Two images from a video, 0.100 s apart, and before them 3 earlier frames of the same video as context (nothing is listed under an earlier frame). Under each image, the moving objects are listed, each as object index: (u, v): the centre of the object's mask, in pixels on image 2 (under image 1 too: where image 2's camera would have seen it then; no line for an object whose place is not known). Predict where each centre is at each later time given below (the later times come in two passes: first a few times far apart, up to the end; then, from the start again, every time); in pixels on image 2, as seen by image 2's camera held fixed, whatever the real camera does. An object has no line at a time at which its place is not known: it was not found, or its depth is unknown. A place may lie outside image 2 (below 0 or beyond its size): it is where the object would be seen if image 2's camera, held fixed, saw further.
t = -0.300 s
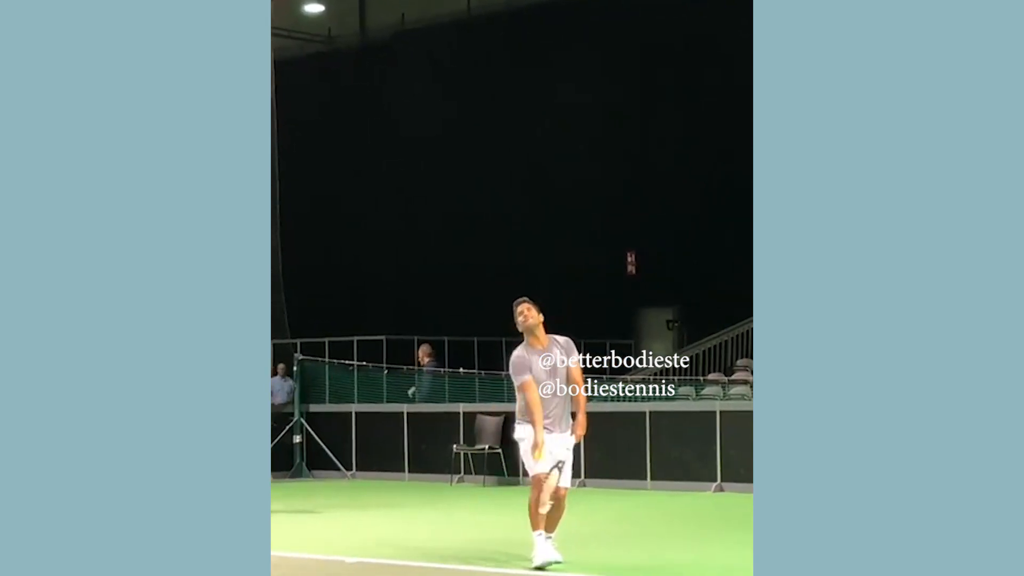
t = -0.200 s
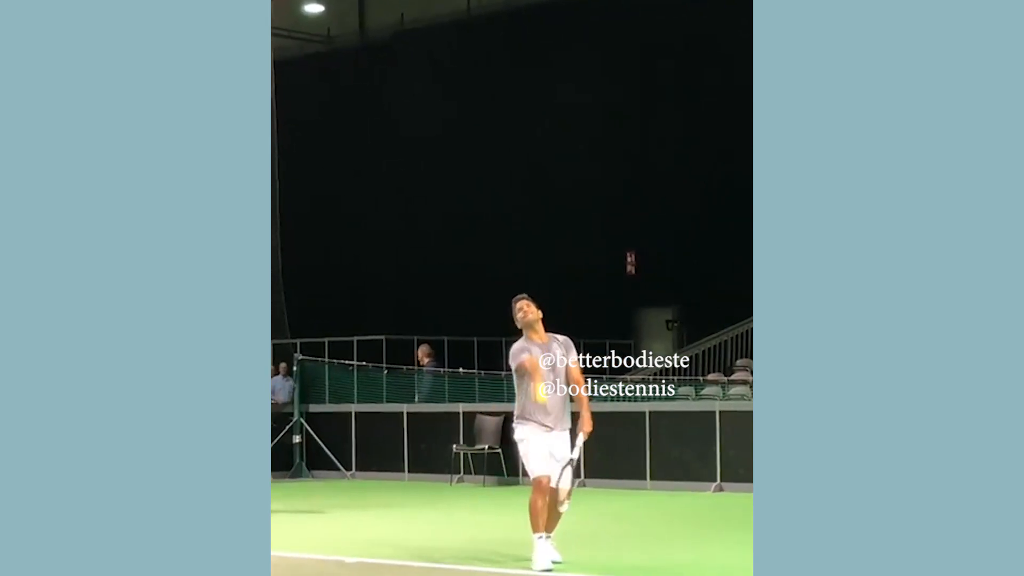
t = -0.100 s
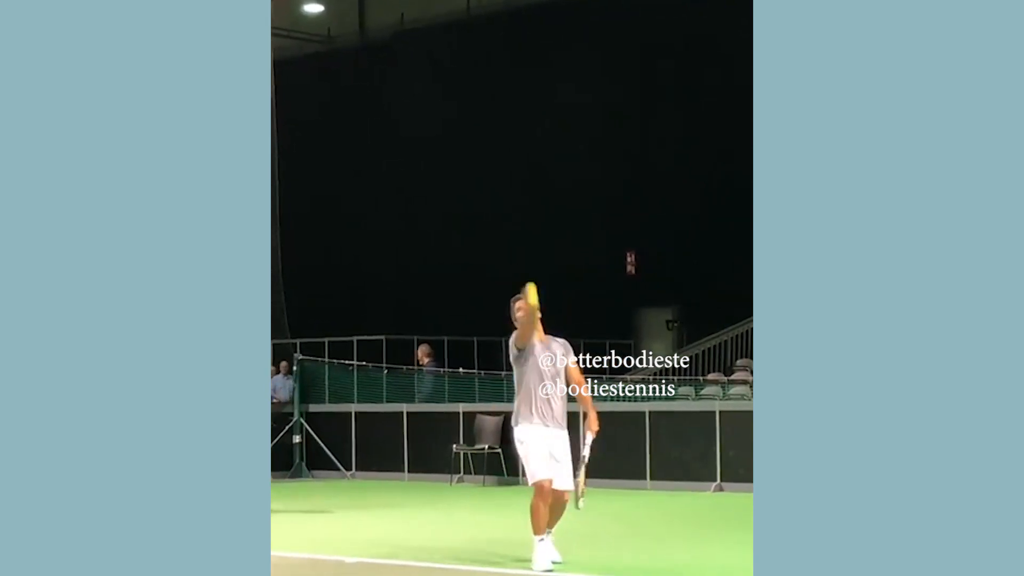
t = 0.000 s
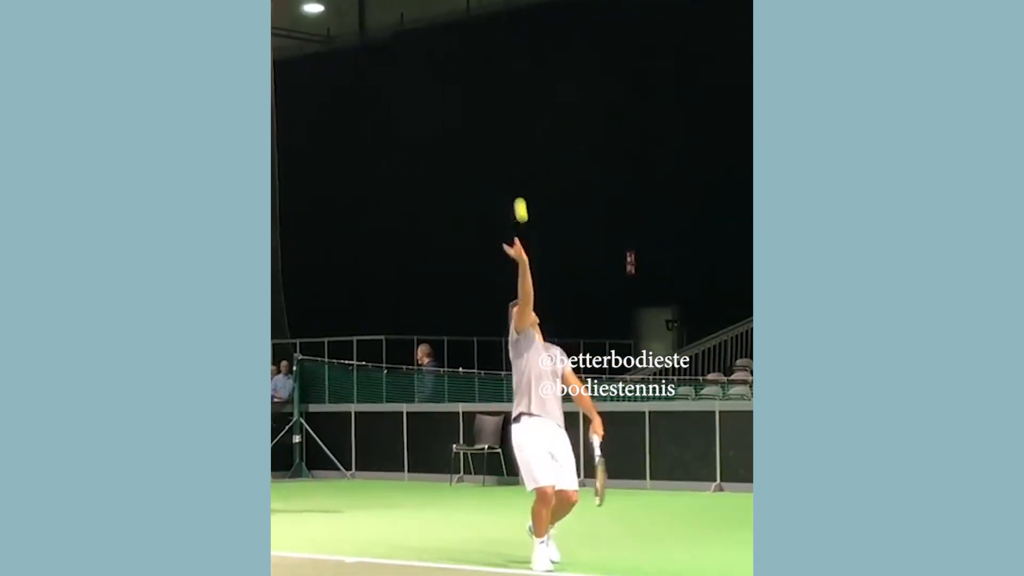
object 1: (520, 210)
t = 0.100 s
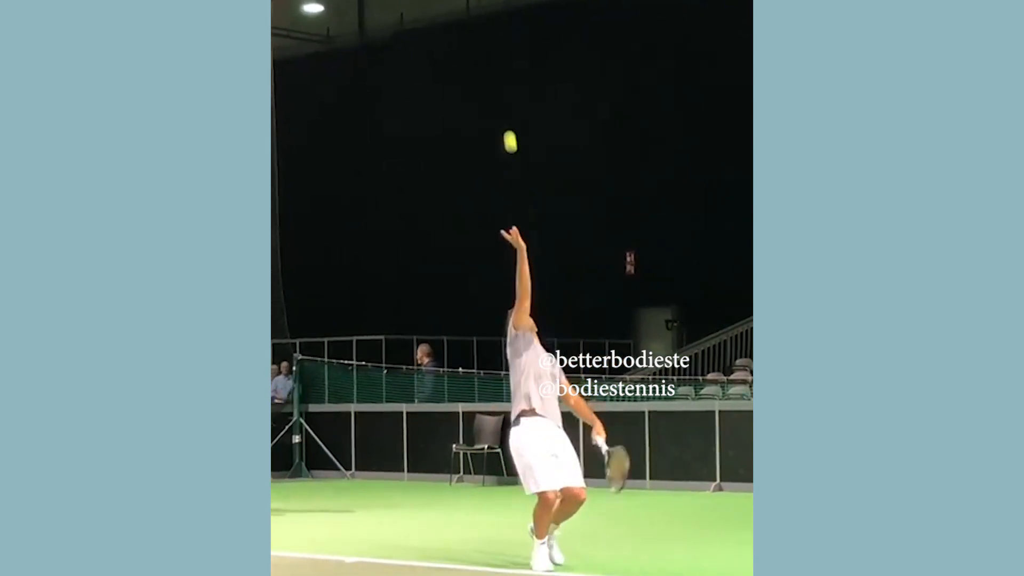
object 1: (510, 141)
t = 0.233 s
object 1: (497, 77)
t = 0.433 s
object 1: (479, 35)
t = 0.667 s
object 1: (459, 67)
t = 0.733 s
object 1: (454, 92)
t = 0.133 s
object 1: (507, 122)
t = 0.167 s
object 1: (503, 105)
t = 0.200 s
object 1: (500, 90)
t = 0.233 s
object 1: (497, 77)
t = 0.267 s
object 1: (494, 66)
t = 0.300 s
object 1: (491, 56)
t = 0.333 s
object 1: (488, 48)
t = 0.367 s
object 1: (485, 42)
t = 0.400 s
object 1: (482, 38)
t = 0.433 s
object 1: (479, 35)
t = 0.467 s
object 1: (476, 35)
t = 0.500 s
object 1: (473, 36)
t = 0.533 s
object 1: (470, 39)
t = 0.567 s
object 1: (467, 43)
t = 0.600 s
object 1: (465, 50)
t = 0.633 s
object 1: (462, 58)
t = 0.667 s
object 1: (459, 67)
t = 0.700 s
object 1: (457, 79)
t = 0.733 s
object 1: (454, 92)
